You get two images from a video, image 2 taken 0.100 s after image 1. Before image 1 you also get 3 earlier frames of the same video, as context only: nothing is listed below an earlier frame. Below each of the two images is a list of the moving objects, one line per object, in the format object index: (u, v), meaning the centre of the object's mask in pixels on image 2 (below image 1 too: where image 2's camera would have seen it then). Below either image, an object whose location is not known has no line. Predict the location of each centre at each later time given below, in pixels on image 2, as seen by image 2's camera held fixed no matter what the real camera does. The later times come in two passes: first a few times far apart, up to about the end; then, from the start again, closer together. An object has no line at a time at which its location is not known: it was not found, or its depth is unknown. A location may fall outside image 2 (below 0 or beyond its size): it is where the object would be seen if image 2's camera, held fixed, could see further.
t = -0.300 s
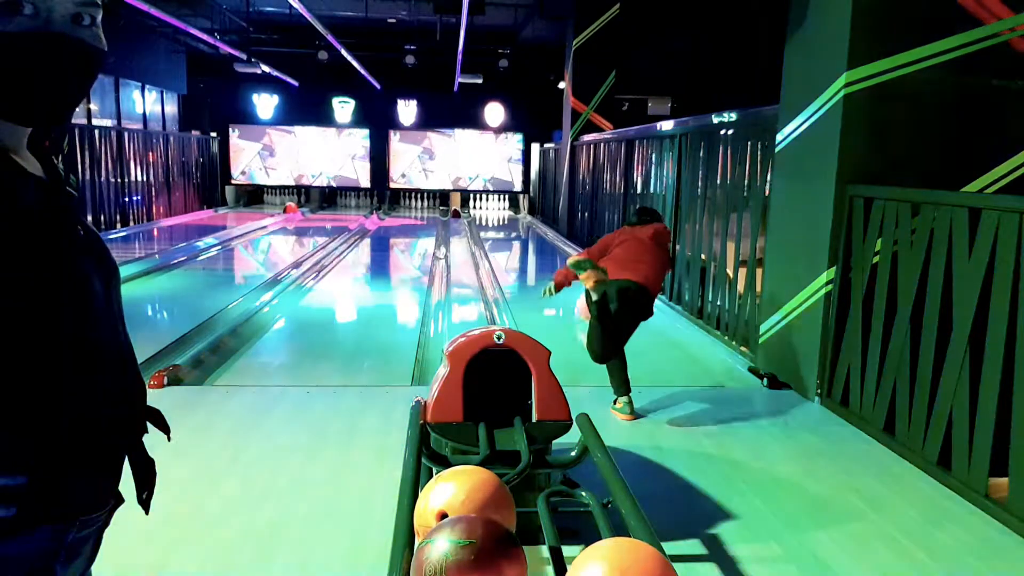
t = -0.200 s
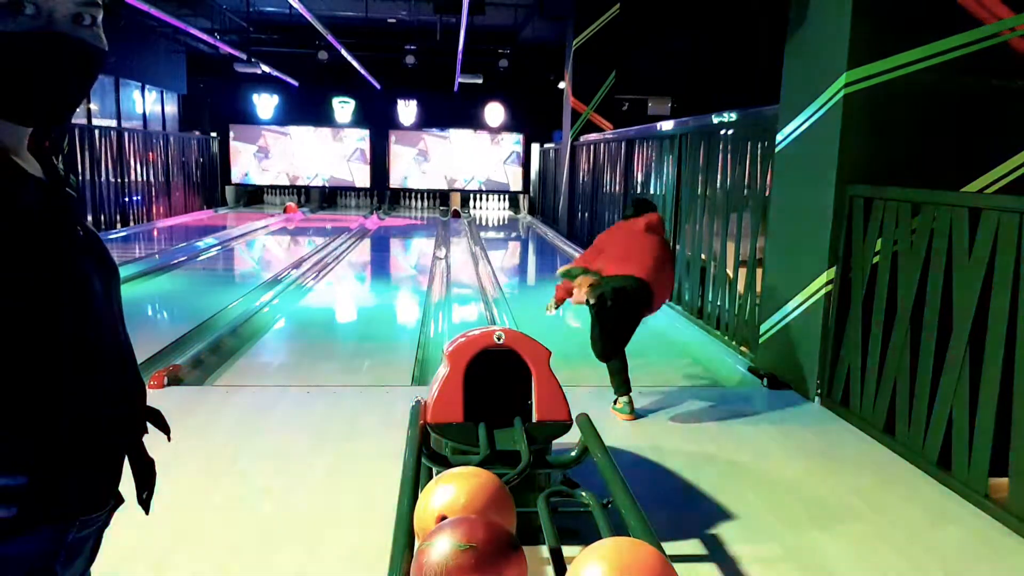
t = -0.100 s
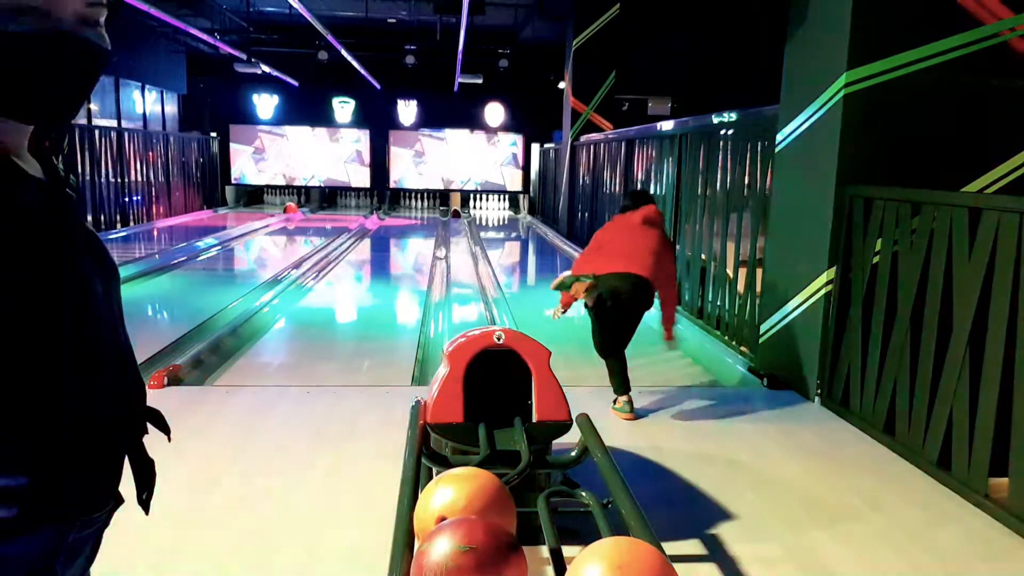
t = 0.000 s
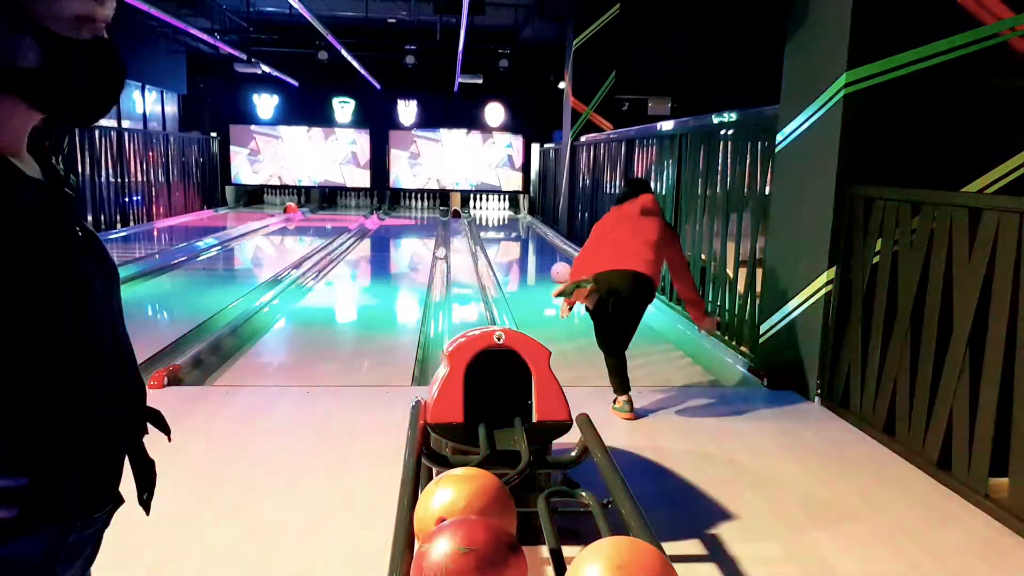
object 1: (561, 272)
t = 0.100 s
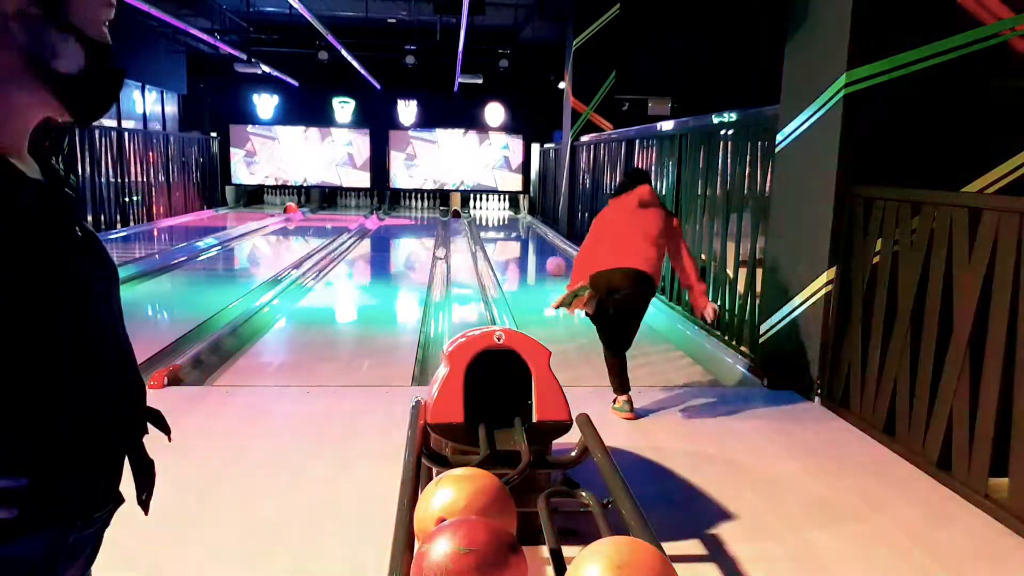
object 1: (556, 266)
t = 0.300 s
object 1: (544, 253)
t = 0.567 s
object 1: (532, 241)
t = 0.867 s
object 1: (523, 231)
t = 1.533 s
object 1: (511, 218)
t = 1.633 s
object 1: (510, 216)
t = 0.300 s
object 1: (544, 253)
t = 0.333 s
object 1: (542, 251)
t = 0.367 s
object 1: (541, 250)
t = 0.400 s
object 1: (540, 249)
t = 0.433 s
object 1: (538, 247)
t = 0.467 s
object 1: (536, 244)
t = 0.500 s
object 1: (535, 243)
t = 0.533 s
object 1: (533, 242)
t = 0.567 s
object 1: (532, 241)
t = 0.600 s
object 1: (530, 239)
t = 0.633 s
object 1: (530, 237)
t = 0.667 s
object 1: (528, 236)
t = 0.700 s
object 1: (528, 236)
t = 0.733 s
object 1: (527, 235)
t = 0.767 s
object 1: (527, 234)
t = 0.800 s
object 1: (525, 232)
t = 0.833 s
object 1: (524, 232)
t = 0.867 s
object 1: (523, 231)
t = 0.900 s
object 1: (523, 230)
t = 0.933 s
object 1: (521, 228)
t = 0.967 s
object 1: (520, 228)
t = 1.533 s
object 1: (511, 218)
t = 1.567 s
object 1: (511, 217)
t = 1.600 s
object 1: (510, 216)
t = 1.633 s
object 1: (510, 216)
